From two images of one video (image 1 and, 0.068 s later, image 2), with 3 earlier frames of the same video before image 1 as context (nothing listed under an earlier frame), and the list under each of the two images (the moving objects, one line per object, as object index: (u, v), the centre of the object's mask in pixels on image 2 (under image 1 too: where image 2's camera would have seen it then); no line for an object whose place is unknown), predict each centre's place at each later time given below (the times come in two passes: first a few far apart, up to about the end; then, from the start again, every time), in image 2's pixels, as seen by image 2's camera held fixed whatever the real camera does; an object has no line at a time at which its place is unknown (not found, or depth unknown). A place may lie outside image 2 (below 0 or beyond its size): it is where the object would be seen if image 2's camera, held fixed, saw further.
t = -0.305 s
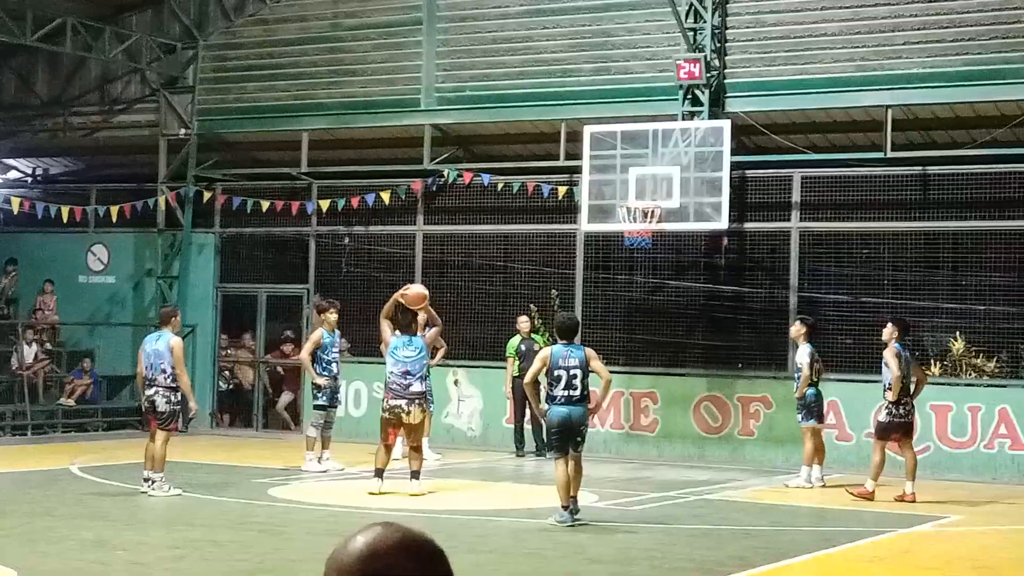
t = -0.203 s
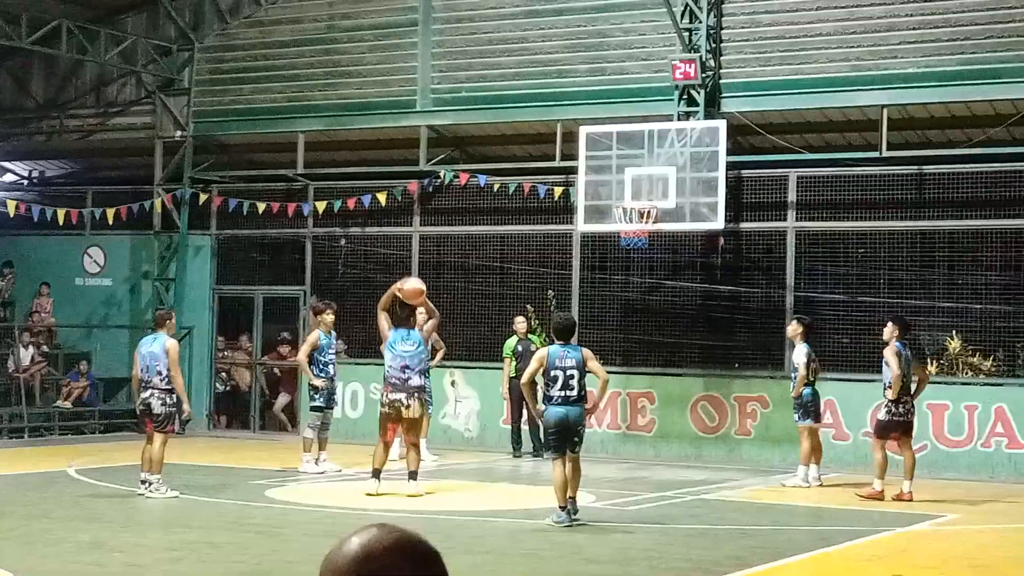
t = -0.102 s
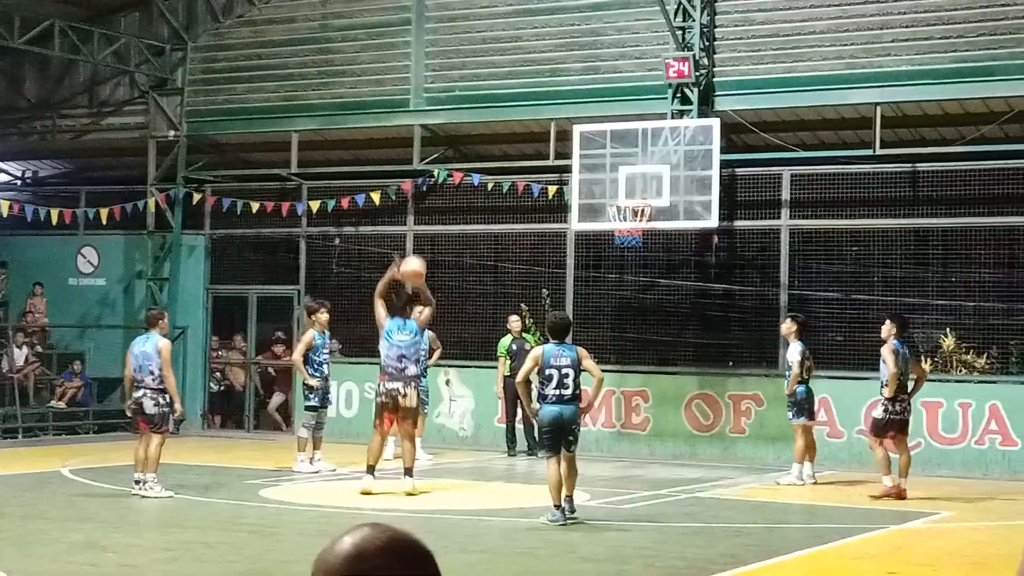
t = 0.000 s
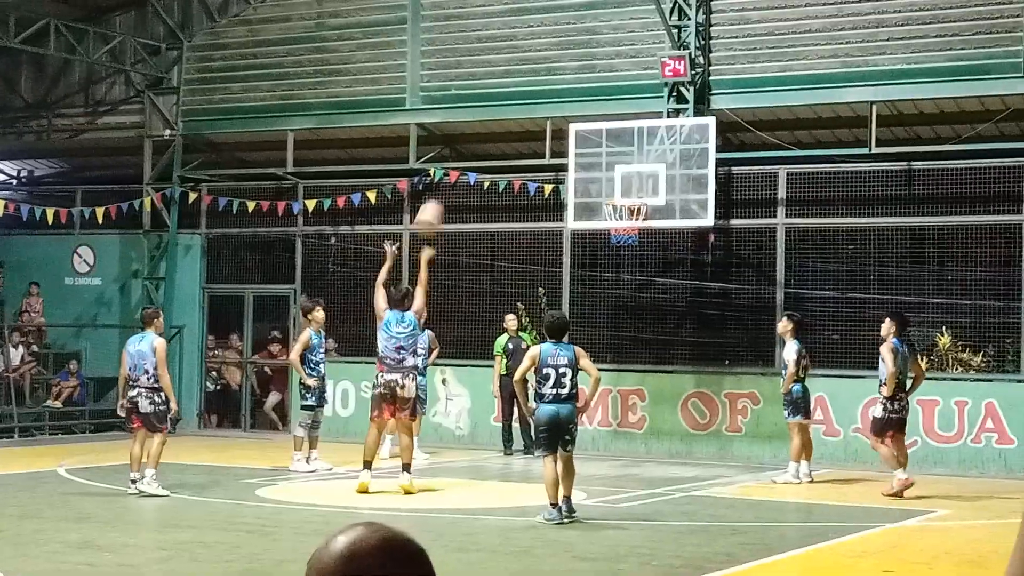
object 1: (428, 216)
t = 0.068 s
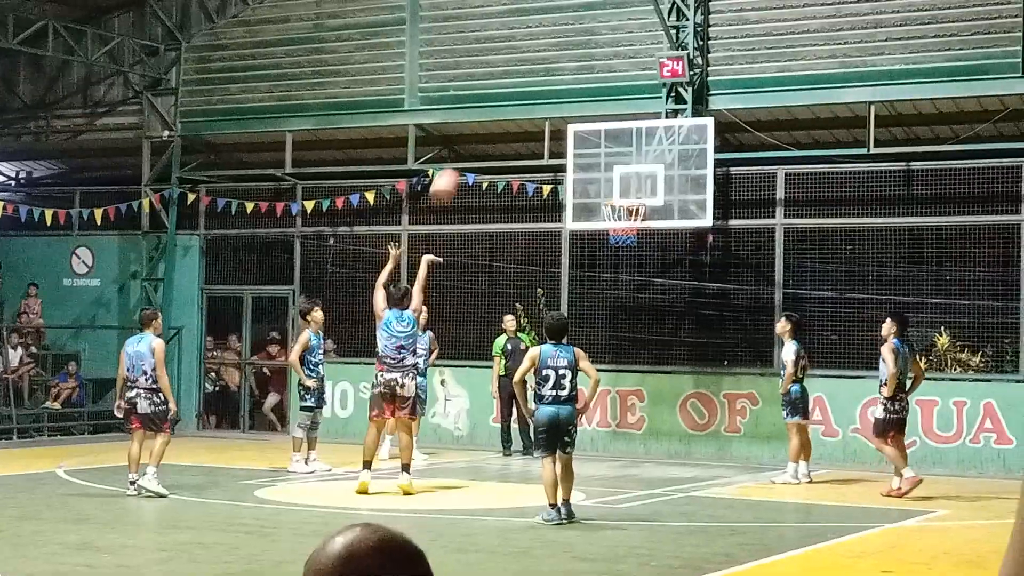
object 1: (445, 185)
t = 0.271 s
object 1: (493, 116)
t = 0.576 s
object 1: (554, 93)
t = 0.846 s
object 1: (599, 140)
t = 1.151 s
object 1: (623, 247)
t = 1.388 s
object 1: (610, 362)
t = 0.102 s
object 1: (453, 169)
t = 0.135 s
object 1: (462, 156)
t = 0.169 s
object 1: (469, 146)
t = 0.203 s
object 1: (477, 135)
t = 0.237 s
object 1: (485, 125)
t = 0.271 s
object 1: (493, 116)
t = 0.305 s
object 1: (501, 108)
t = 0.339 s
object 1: (507, 103)
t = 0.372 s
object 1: (515, 98)
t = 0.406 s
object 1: (521, 95)
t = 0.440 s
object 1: (528, 93)
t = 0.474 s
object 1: (534, 92)
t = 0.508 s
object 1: (541, 91)
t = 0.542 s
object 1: (547, 92)
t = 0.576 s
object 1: (554, 93)
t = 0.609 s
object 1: (560, 95)
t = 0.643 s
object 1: (566, 98)
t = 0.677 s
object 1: (571, 103)
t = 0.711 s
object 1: (578, 109)
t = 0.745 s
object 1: (582, 115)
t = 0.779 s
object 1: (588, 123)
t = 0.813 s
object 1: (594, 131)
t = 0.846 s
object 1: (599, 140)
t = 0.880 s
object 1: (605, 150)
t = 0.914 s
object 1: (608, 160)
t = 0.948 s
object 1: (615, 172)
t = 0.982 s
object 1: (621, 183)
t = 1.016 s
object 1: (627, 200)
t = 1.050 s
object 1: (629, 210)
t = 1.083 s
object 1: (628, 221)
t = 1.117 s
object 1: (624, 238)
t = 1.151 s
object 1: (623, 247)
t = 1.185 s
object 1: (620, 262)
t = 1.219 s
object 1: (619, 276)
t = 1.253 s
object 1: (617, 292)
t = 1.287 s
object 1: (615, 308)
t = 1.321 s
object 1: (613, 328)
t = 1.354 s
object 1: (611, 346)
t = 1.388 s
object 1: (610, 362)
